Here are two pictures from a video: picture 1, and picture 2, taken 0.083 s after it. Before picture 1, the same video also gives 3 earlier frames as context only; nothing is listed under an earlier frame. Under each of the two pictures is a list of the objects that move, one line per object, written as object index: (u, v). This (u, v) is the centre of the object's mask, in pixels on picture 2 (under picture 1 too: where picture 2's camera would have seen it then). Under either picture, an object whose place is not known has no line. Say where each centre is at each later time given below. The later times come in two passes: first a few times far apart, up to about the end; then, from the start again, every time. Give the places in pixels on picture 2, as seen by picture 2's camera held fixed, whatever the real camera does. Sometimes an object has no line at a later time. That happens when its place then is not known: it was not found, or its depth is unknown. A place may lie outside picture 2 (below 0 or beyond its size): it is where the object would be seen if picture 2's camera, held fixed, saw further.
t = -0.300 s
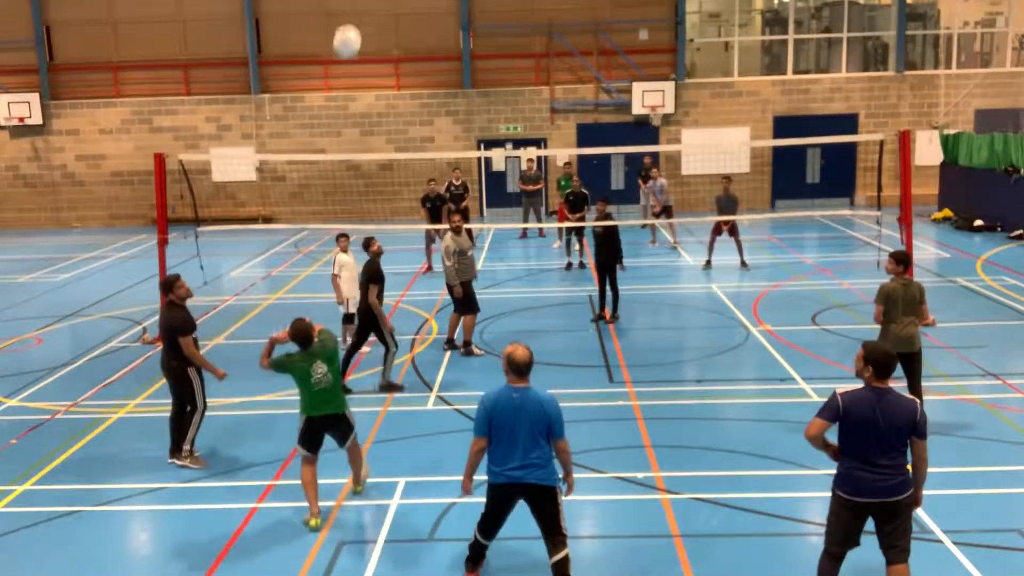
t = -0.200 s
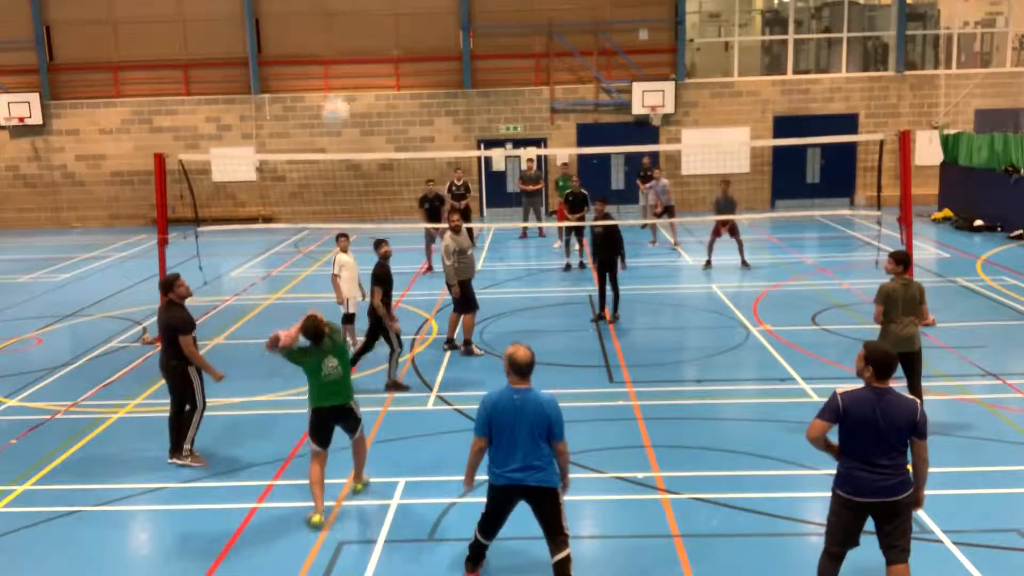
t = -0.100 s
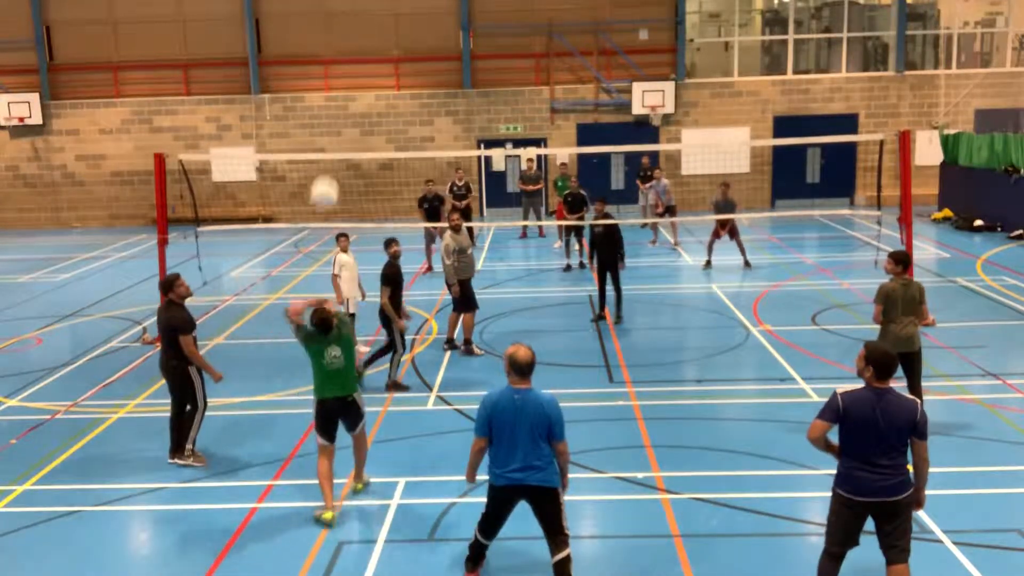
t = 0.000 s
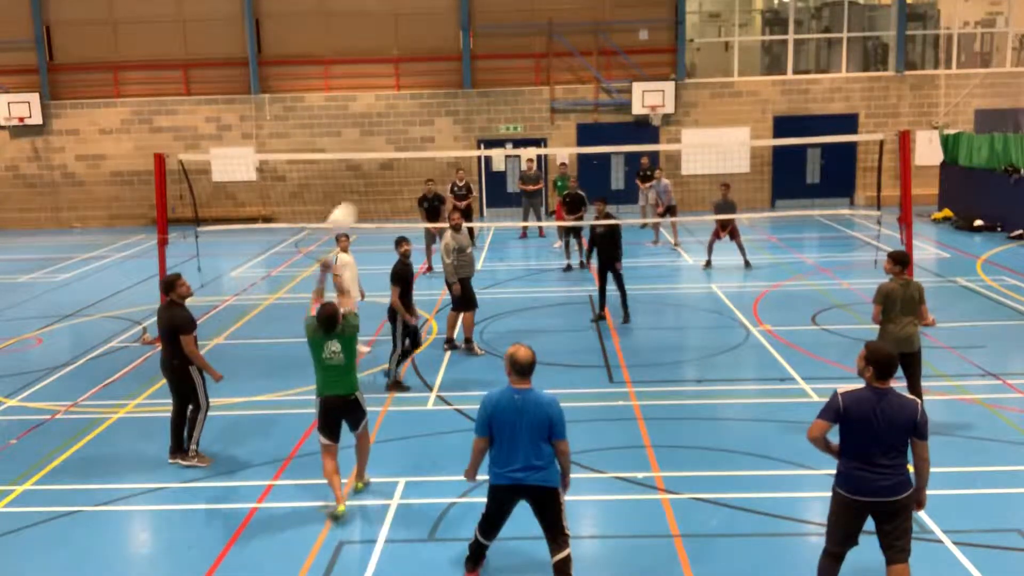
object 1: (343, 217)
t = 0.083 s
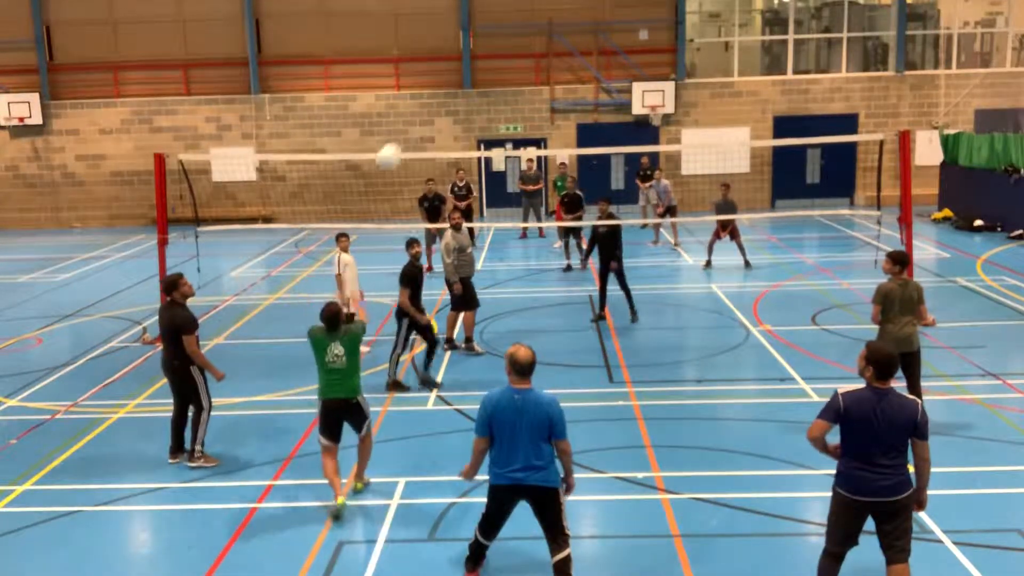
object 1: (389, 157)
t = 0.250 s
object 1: (458, 85)
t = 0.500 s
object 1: (530, 62)
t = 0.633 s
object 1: (558, 71)
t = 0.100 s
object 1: (398, 145)
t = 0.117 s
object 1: (405, 138)
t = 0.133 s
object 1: (413, 127)
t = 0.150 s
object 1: (421, 119)
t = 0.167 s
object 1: (427, 112)
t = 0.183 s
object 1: (434, 107)
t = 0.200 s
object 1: (440, 100)
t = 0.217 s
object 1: (447, 94)
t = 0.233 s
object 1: (453, 89)
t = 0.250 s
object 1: (458, 85)
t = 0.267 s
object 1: (464, 82)
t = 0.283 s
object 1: (470, 79)
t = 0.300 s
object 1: (475, 75)
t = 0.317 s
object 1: (480, 72)
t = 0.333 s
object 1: (486, 70)
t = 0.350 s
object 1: (491, 68)
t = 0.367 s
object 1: (496, 66)
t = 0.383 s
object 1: (501, 65)
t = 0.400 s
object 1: (505, 64)
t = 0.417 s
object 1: (510, 64)
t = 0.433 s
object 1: (514, 62)
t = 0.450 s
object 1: (518, 62)
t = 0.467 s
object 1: (522, 62)
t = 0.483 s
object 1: (526, 62)
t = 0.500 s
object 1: (530, 62)
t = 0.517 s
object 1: (534, 63)
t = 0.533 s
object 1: (538, 64)
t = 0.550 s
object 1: (541, 64)
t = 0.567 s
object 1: (545, 66)
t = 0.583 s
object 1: (548, 66)
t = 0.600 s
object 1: (551, 67)
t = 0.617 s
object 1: (554, 69)
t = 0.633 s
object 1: (558, 71)
